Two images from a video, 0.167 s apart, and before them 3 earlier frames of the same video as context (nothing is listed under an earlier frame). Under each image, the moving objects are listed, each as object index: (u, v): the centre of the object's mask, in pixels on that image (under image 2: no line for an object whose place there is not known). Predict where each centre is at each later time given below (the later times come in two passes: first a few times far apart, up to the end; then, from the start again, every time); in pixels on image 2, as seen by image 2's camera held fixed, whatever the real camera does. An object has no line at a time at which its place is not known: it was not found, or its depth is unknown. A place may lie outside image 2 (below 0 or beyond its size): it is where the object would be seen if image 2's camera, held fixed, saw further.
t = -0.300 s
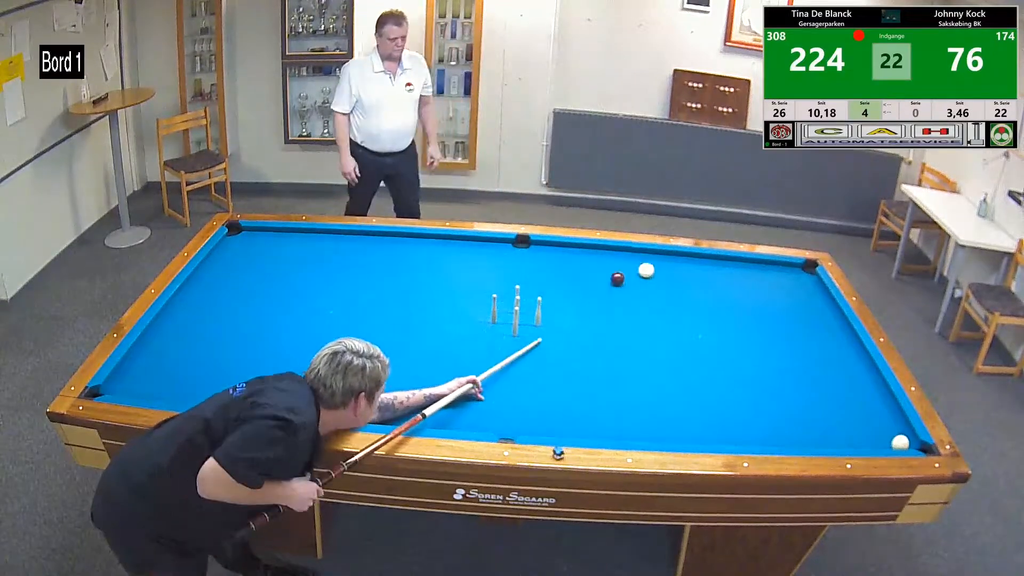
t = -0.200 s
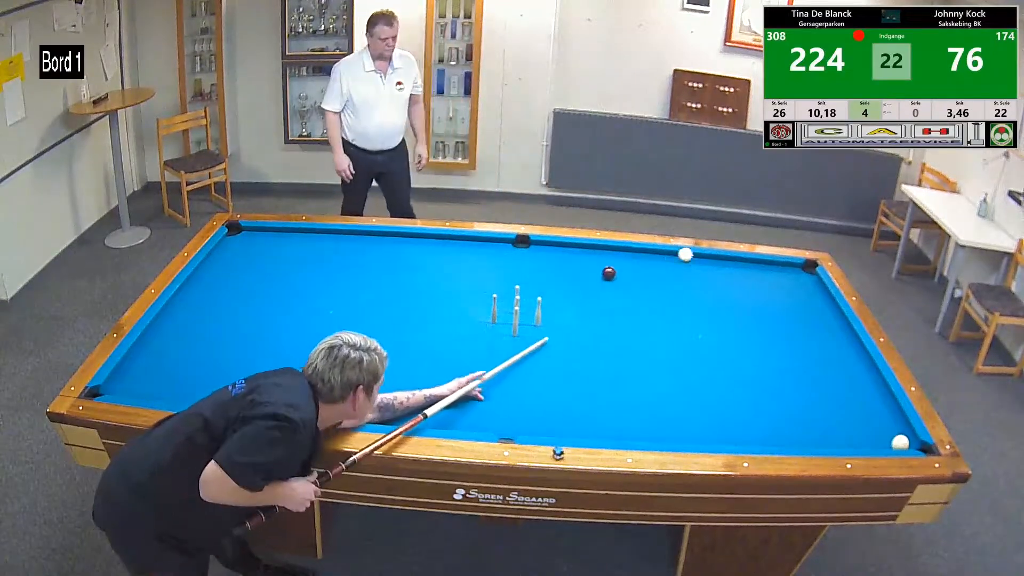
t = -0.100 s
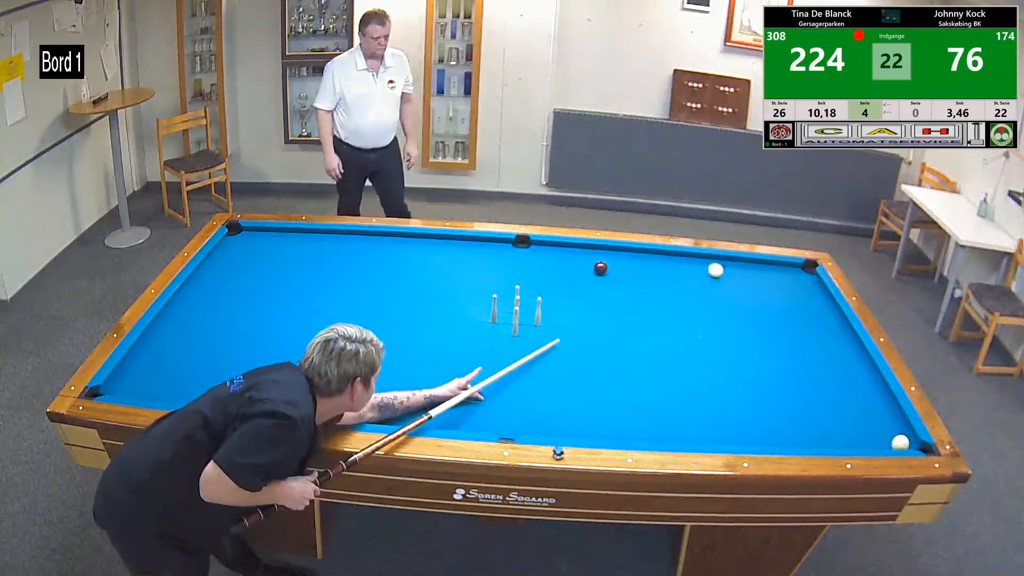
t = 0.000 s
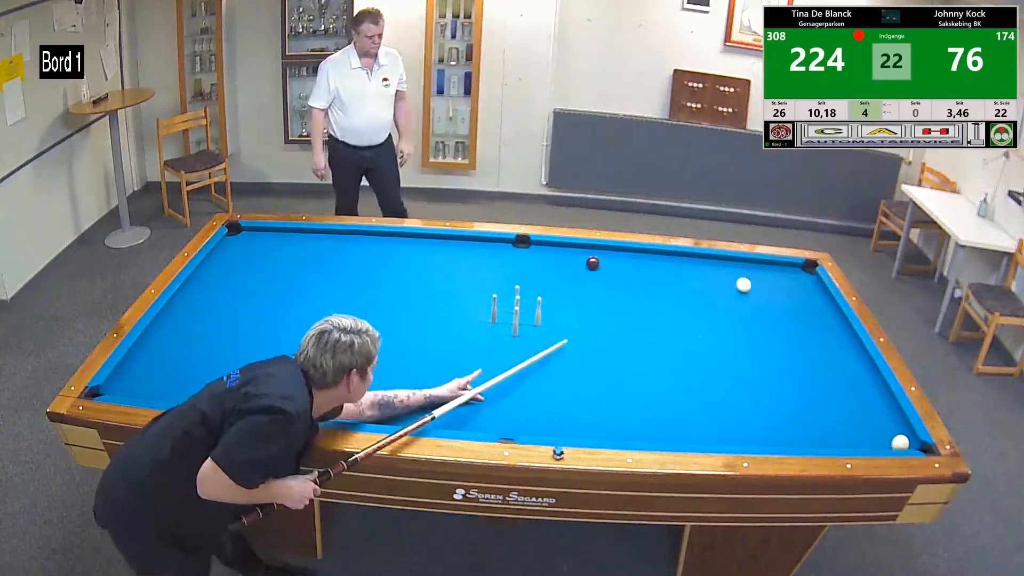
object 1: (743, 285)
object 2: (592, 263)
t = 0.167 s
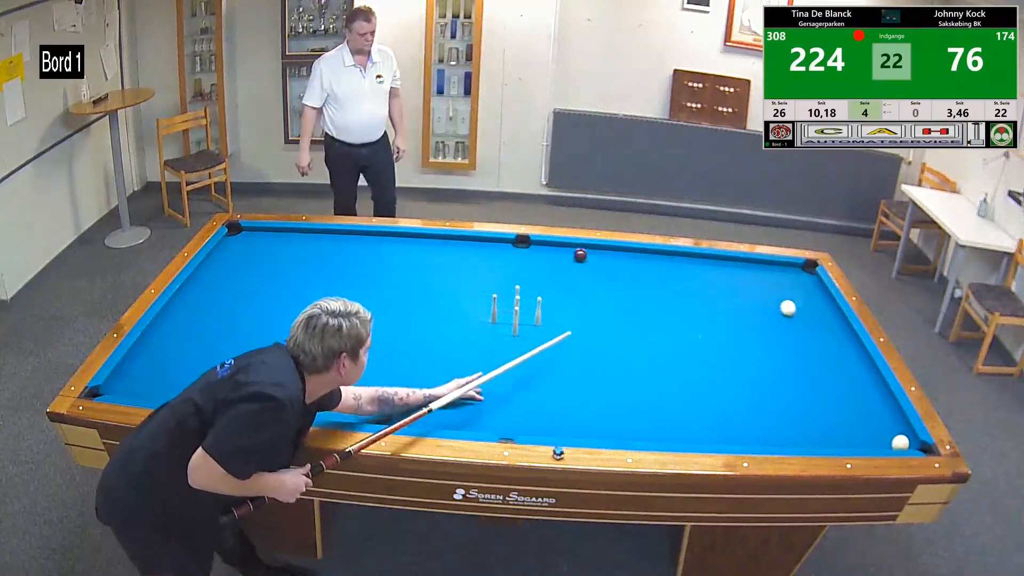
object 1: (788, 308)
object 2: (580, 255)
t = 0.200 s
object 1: (797, 313)
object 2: (577, 254)
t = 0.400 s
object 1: (852, 342)
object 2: (563, 247)
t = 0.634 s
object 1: (849, 377)
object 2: (544, 250)
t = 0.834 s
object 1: (840, 411)
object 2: (528, 254)
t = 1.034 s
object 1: (824, 440)
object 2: (511, 257)
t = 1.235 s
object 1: (775, 415)
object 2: (494, 261)
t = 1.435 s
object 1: (730, 391)
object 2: (477, 265)
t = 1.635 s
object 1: (686, 369)
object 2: (461, 268)
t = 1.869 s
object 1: (639, 344)
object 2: (441, 273)
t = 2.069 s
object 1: (601, 325)
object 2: (425, 276)
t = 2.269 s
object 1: (565, 307)
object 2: (409, 280)
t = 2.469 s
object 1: (533, 290)
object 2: (393, 283)
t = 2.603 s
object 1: (512, 280)
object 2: (383, 286)
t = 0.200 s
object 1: (797, 313)
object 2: (577, 254)
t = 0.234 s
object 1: (806, 318)
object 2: (575, 252)
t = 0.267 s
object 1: (815, 322)
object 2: (573, 251)
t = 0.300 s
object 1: (824, 327)
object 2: (570, 250)
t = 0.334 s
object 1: (833, 332)
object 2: (568, 248)
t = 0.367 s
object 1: (842, 337)
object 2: (566, 247)
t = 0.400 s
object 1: (852, 342)
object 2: (563, 247)
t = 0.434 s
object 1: (859, 347)
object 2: (560, 247)
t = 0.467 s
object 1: (857, 352)
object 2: (558, 248)
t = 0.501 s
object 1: (855, 357)
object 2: (555, 248)
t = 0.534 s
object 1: (853, 362)
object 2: (552, 248)
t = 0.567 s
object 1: (852, 367)
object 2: (549, 249)
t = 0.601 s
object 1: (851, 372)
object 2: (547, 249)
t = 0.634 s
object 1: (849, 377)
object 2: (544, 250)
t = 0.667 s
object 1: (848, 382)
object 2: (541, 251)
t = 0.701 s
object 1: (846, 388)
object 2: (539, 251)
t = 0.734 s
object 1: (845, 393)
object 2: (536, 251)
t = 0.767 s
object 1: (843, 399)
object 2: (533, 252)
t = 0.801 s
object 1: (842, 405)
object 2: (530, 253)
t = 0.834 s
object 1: (840, 411)
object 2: (528, 254)
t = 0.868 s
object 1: (838, 417)
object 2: (524, 254)
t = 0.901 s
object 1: (836, 424)
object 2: (522, 254)
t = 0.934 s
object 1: (834, 430)
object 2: (519, 255)
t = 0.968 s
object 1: (833, 437)
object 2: (516, 256)
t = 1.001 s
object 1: (831, 441)
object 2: (514, 256)
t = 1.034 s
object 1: (824, 440)
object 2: (511, 257)
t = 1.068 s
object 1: (815, 437)
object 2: (507, 258)
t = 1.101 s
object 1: (807, 431)
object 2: (505, 258)
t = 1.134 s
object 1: (799, 427)
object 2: (502, 259)
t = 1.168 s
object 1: (791, 423)
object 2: (499, 260)
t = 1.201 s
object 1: (783, 419)
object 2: (497, 261)
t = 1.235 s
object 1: (775, 415)
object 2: (494, 261)
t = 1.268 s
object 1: (767, 411)
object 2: (491, 262)
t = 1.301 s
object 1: (760, 407)
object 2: (488, 263)
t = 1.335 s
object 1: (752, 403)
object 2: (486, 263)
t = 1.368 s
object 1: (745, 399)
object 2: (483, 264)
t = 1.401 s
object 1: (737, 395)
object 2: (480, 264)
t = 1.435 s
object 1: (730, 391)
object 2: (477, 265)
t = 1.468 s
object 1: (722, 387)
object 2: (474, 265)
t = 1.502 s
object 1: (715, 383)
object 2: (472, 266)
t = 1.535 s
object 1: (708, 380)
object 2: (469, 267)
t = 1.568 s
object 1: (700, 376)
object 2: (466, 267)
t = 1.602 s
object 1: (693, 372)
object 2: (464, 268)
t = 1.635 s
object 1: (686, 369)
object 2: (461, 268)
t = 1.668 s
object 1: (679, 365)
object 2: (458, 269)
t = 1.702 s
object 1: (672, 361)
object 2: (455, 269)
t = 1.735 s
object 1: (666, 358)
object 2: (452, 270)
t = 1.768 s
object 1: (659, 354)
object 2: (450, 271)
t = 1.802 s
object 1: (652, 350)
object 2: (447, 271)
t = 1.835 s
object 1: (645, 348)
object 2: (444, 272)
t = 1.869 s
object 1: (639, 344)
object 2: (441, 273)
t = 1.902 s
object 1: (632, 341)
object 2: (439, 273)
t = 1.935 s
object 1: (626, 337)
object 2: (436, 274)
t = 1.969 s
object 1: (620, 334)
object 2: (433, 274)
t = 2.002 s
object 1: (613, 331)
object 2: (430, 275)
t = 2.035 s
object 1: (607, 328)
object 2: (428, 276)
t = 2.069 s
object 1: (601, 325)
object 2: (425, 276)
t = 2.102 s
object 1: (594, 322)
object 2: (423, 277)
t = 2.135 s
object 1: (589, 319)
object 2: (420, 277)
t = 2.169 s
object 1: (583, 316)
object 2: (417, 278)
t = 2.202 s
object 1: (577, 313)
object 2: (415, 278)
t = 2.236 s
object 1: (571, 310)
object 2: (412, 279)
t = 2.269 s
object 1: (565, 307)
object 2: (409, 280)
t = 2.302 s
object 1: (560, 304)
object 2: (407, 280)
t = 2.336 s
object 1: (554, 301)
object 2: (404, 281)
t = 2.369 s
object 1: (549, 299)
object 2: (401, 282)
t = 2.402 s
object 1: (543, 296)
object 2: (399, 282)
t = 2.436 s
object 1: (537, 293)
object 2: (396, 283)
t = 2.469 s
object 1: (533, 290)
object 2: (393, 283)
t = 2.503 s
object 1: (527, 288)
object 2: (391, 284)
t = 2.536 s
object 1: (522, 285)
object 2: (388, 284)
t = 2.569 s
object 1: (517, 283)
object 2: (385, 285)
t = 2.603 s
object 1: (512, 280)
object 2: (383, 286)
